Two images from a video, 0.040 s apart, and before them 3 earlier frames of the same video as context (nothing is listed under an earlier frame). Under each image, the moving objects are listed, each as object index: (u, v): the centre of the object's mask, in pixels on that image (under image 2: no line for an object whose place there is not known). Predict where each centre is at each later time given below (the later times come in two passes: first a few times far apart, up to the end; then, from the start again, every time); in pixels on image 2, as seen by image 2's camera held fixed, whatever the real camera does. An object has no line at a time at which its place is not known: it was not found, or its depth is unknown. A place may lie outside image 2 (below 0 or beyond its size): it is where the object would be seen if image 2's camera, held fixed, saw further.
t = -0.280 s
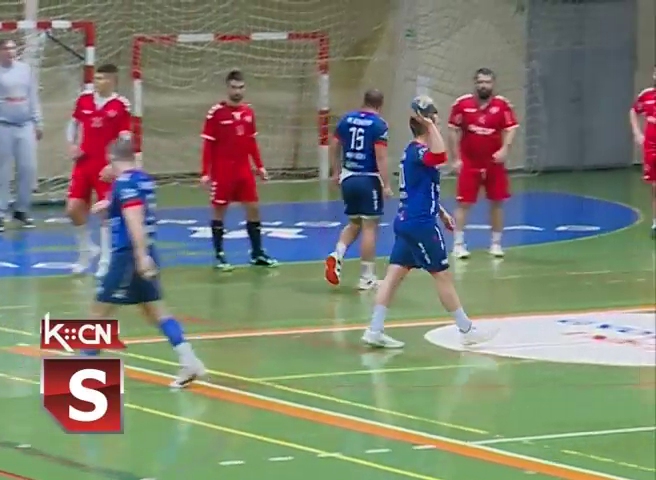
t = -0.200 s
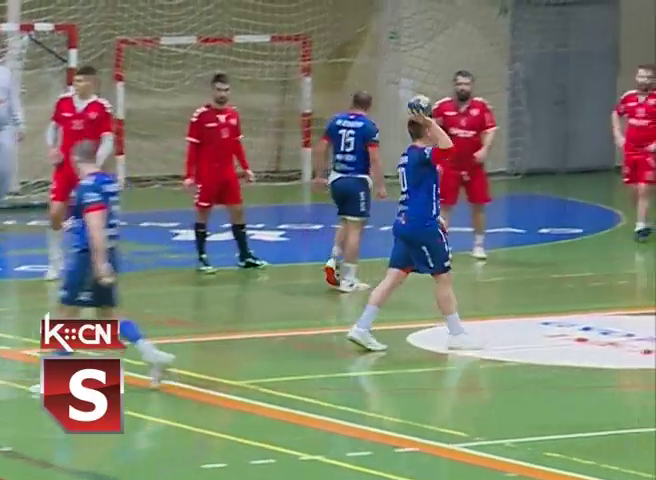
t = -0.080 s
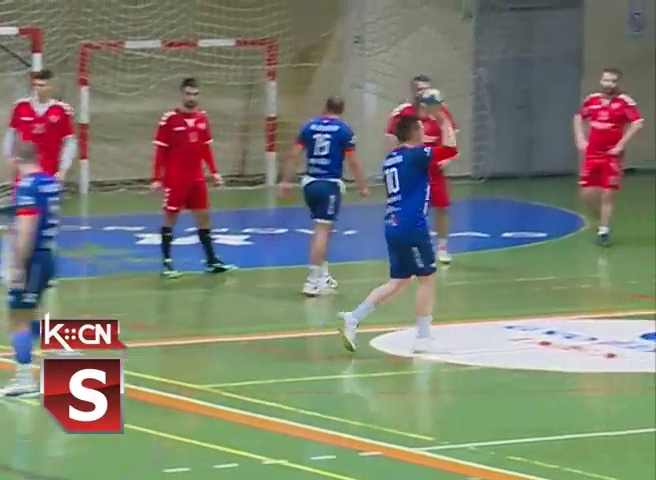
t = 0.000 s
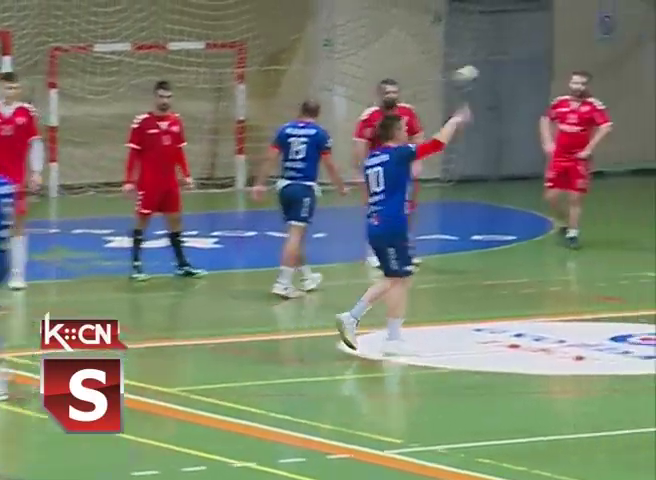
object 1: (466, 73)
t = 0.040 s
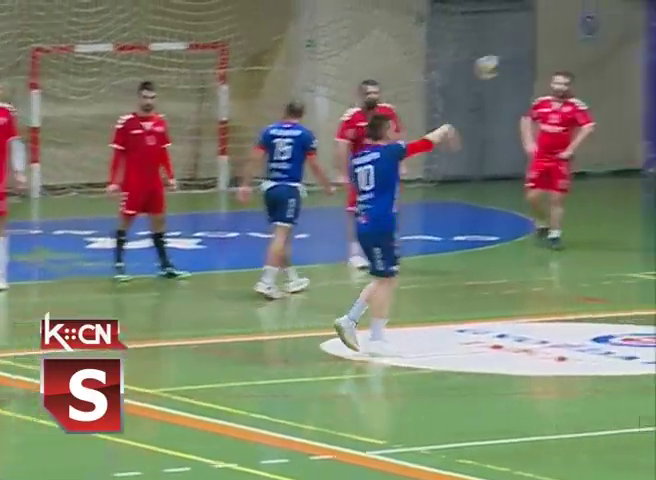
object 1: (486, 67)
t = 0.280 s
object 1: (708, 32)
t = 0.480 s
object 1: (882, 48)
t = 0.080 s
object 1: (525, 56)
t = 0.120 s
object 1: (564, 47)
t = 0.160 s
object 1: (599, 41)
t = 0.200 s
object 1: (637, 36)
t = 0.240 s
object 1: (675, 31)
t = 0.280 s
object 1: (708, 32)
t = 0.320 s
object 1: (746, 32)
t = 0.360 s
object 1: (781, 34)
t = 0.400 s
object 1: (814, 38)
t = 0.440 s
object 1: (849, 42)
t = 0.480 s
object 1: (882, 48)
